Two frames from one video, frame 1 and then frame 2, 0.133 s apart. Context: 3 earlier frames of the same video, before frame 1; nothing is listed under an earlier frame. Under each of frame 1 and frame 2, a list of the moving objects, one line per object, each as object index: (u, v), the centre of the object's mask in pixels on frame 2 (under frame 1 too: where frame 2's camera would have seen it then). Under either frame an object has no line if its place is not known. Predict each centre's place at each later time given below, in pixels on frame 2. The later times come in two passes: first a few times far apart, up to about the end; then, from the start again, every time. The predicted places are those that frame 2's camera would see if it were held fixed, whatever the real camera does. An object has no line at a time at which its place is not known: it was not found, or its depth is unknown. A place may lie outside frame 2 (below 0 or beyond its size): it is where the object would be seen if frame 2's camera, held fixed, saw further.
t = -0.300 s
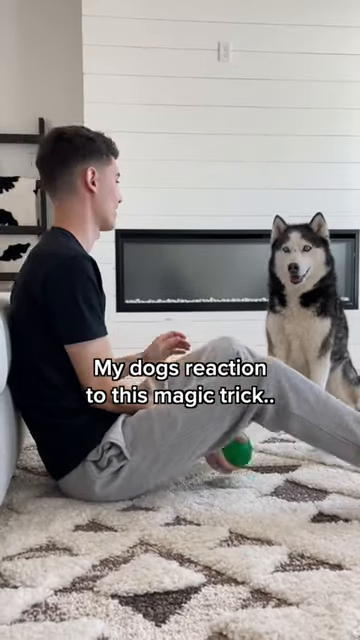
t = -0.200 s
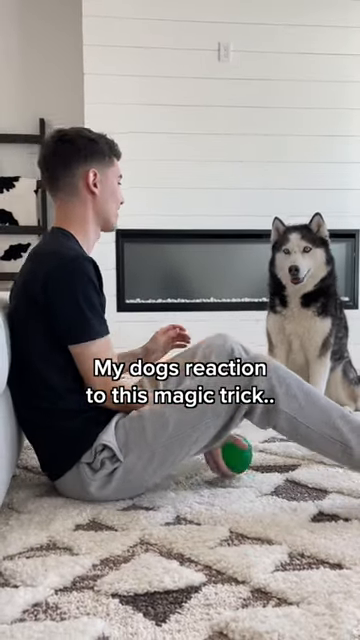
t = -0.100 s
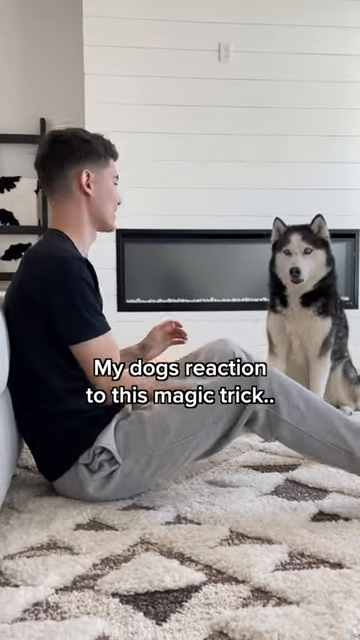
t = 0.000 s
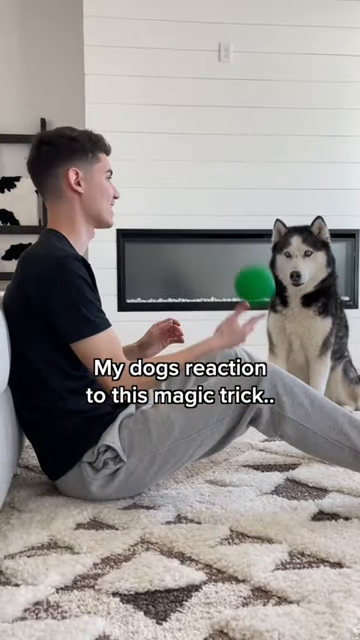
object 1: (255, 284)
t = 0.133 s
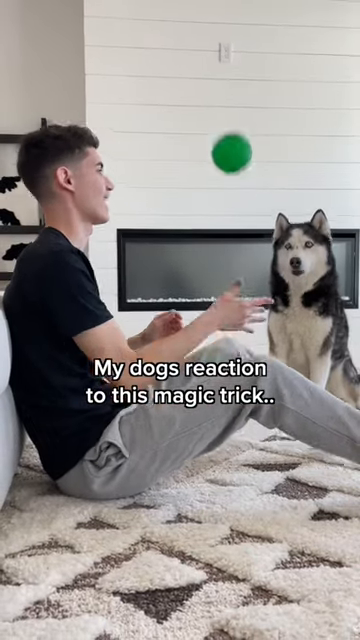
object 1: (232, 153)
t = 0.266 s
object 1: (209, 94)
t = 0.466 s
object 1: (178, 131)
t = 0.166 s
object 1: (226, 131)
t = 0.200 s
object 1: (220, 115)
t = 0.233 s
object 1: (215, 102)
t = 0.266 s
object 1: (209, 94)
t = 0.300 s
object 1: (203, 90)
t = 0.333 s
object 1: (198, 90)
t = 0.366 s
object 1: (193, 95)
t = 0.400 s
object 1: (188, 103)
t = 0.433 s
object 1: (183, 115)
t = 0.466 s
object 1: (178, 131)
